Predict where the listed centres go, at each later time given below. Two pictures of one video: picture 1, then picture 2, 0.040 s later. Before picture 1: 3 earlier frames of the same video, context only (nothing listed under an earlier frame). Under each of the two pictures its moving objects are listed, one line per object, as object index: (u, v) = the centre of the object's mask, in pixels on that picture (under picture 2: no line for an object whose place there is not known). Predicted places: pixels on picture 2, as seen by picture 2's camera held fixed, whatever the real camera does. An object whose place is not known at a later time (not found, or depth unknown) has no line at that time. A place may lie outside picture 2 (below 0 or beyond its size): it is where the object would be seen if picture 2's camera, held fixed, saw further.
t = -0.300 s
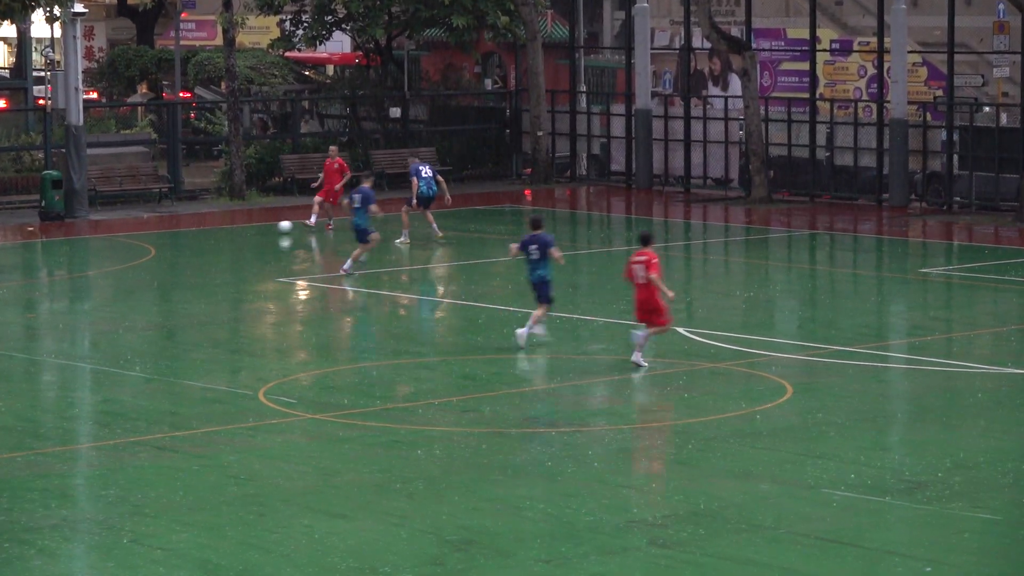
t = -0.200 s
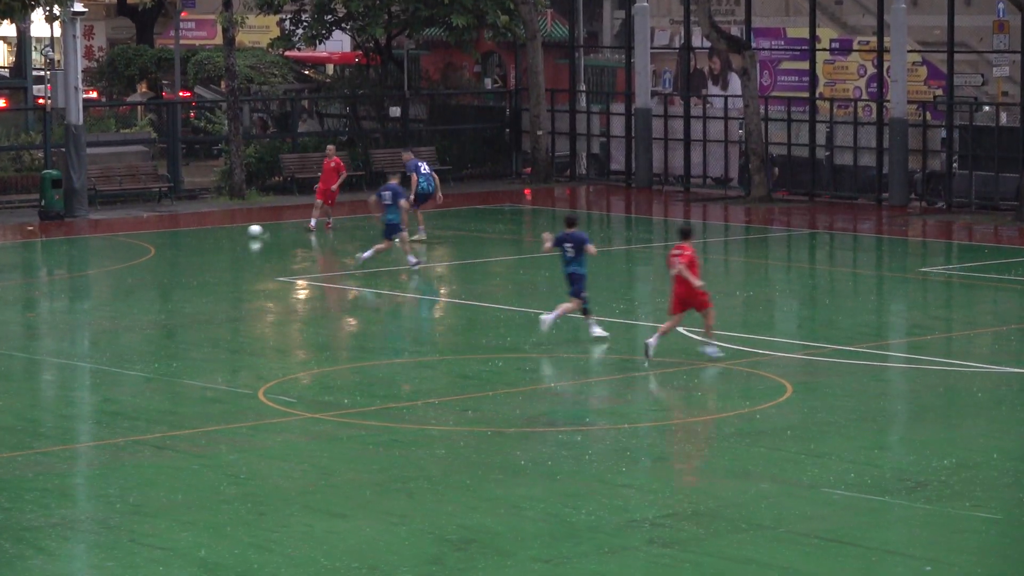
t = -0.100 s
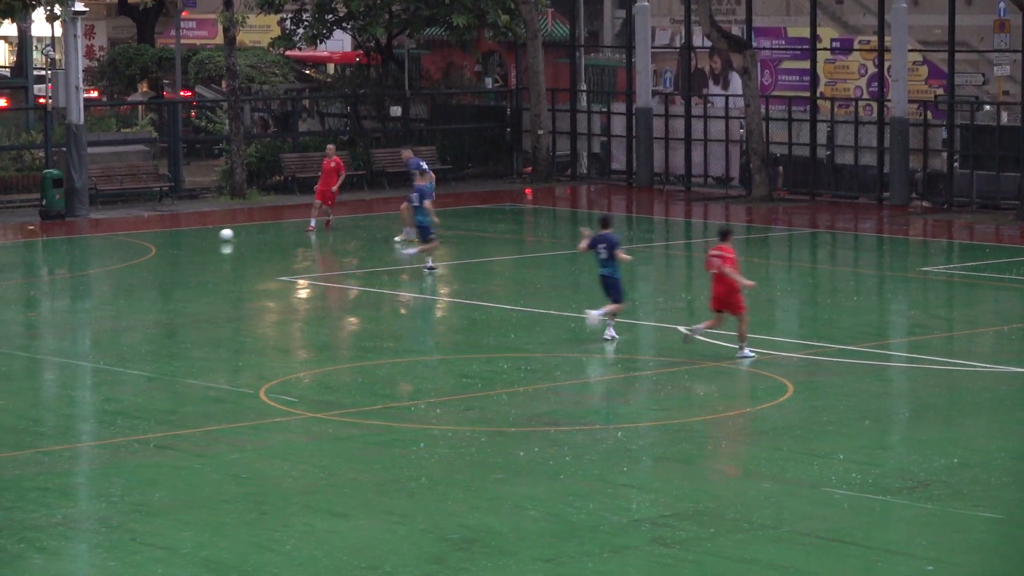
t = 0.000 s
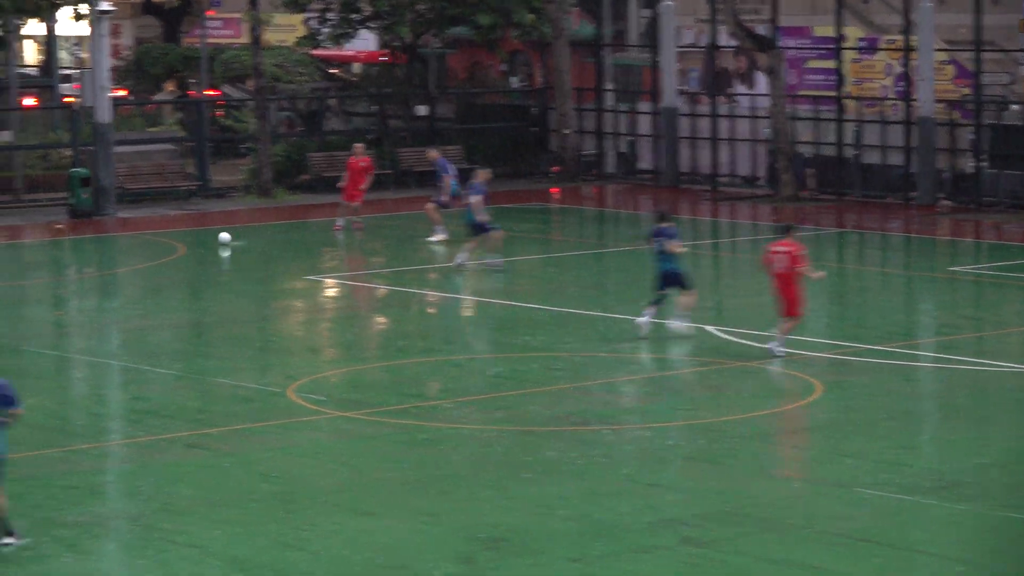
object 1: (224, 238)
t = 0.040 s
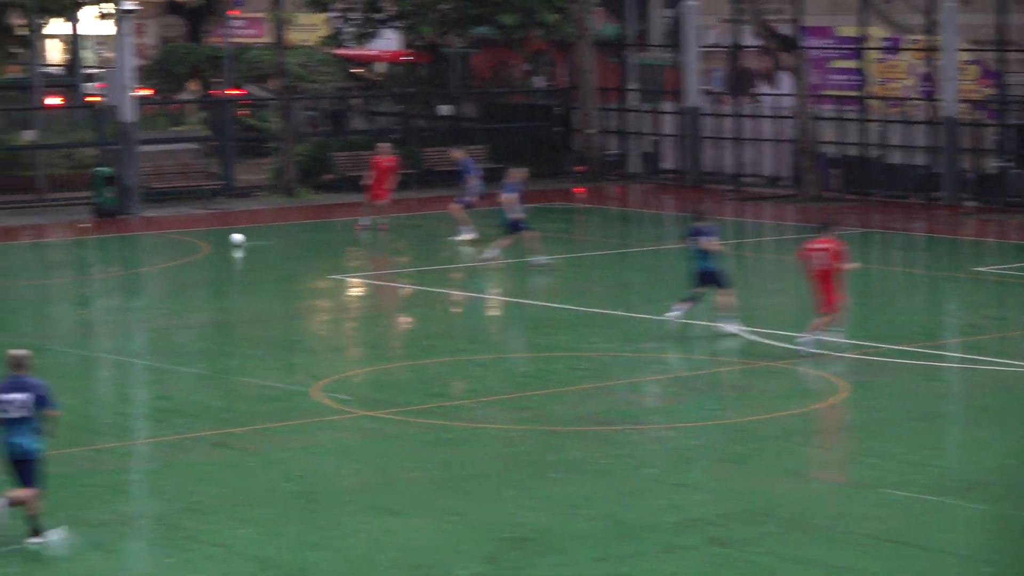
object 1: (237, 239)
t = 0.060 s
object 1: (233, 240)
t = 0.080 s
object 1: (229, 241)
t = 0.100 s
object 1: (224, 242)
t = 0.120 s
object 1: (220, 243)
